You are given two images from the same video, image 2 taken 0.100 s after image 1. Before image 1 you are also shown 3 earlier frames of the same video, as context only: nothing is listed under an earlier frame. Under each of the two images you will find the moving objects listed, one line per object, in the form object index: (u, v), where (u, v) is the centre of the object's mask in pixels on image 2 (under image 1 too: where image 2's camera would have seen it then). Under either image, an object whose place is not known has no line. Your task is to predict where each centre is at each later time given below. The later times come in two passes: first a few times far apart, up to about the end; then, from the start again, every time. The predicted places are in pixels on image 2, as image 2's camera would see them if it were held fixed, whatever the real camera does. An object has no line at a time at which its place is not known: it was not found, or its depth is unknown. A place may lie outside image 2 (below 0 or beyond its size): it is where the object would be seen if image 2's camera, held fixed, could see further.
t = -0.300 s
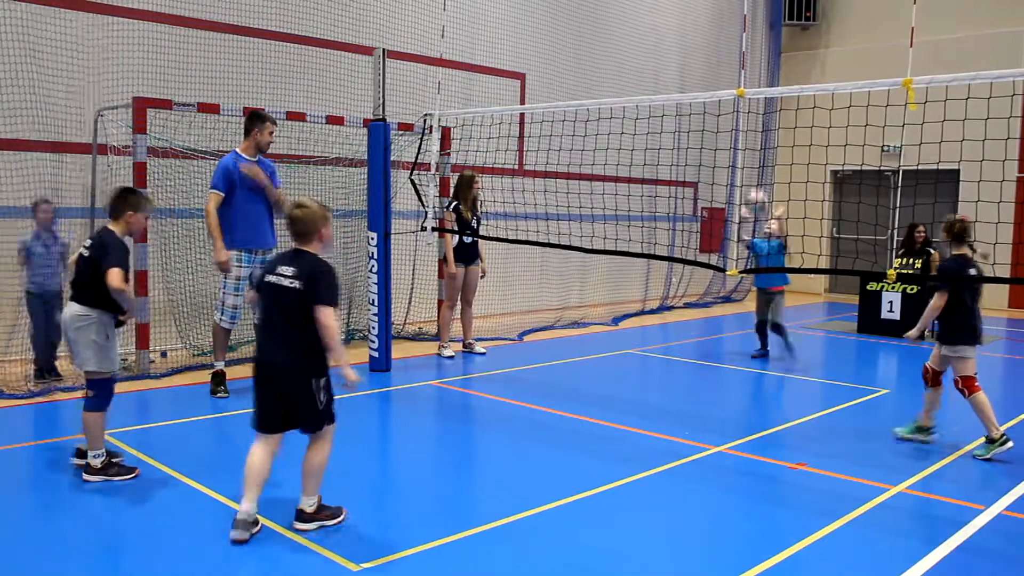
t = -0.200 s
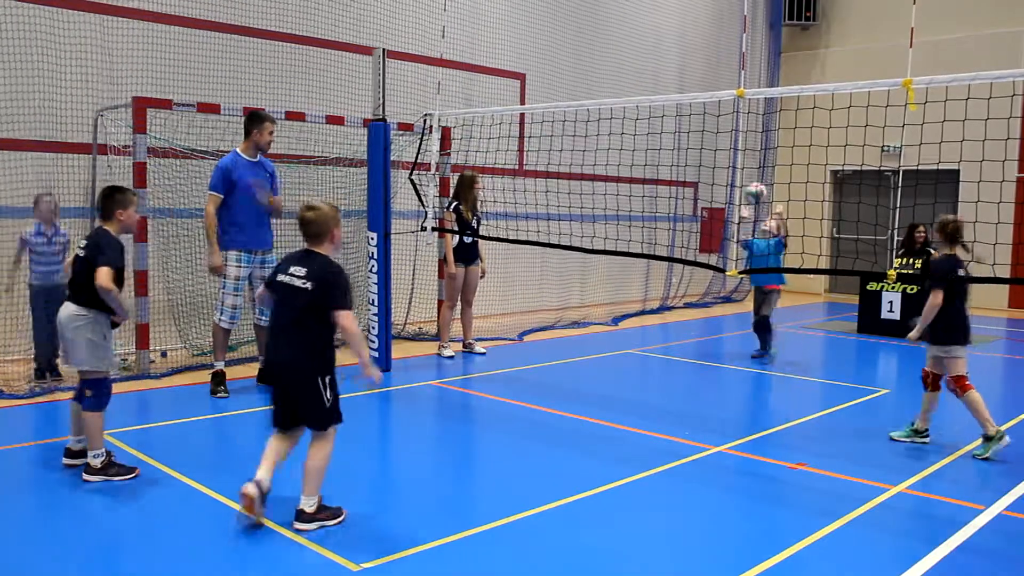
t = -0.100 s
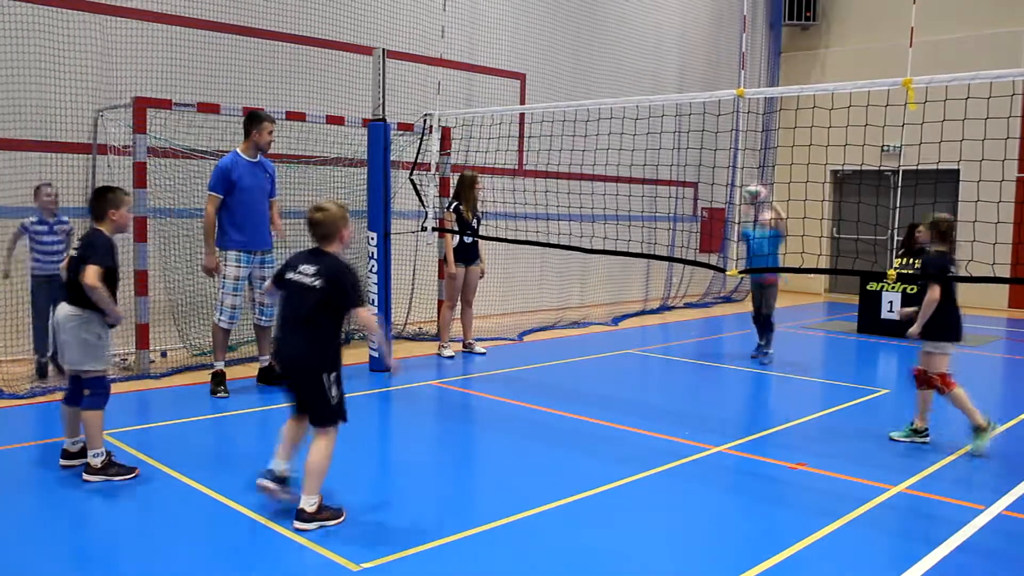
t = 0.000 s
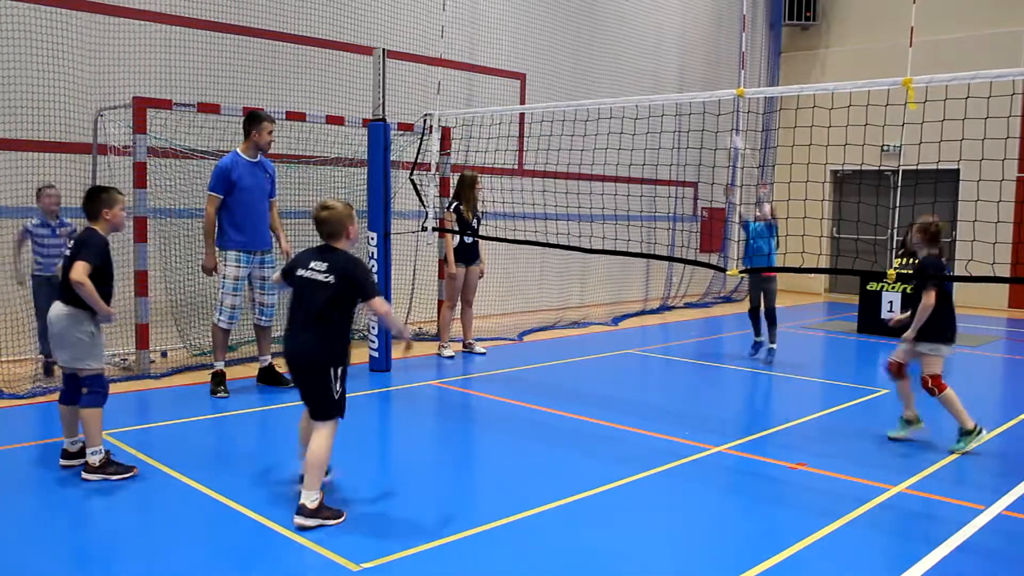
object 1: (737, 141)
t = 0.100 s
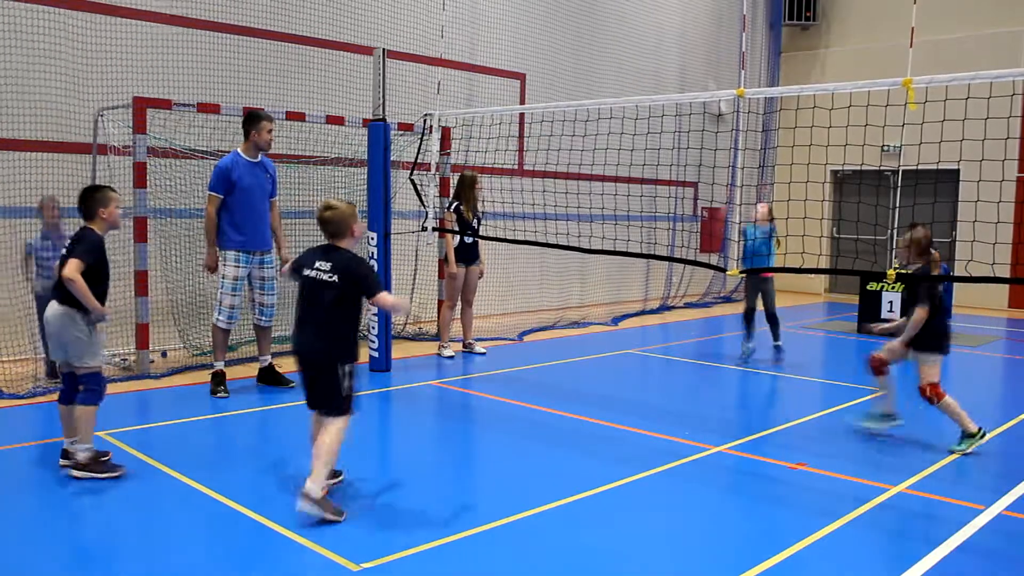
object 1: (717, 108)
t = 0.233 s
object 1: (677, 57)
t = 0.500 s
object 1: (589, 15)
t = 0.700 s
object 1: (500, 60)
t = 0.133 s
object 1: (709, 86)
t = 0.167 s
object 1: (697, 78)
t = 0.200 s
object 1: (686, 64)
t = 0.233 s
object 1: (677, 57)
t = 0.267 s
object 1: (667, 47)
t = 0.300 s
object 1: (655, 38)
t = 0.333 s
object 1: (648, 31)
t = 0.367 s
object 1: (637, 25)
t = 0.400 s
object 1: (624, 20)
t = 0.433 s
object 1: (612, 16)
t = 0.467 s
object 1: (597, 15)
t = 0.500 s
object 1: (589, 15)
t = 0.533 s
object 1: (576, 18)
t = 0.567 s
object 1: (559, 23)
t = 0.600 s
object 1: (542, 31)
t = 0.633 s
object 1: (529, 39)
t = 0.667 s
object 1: (516, 50)
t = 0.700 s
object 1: (500, 60)
